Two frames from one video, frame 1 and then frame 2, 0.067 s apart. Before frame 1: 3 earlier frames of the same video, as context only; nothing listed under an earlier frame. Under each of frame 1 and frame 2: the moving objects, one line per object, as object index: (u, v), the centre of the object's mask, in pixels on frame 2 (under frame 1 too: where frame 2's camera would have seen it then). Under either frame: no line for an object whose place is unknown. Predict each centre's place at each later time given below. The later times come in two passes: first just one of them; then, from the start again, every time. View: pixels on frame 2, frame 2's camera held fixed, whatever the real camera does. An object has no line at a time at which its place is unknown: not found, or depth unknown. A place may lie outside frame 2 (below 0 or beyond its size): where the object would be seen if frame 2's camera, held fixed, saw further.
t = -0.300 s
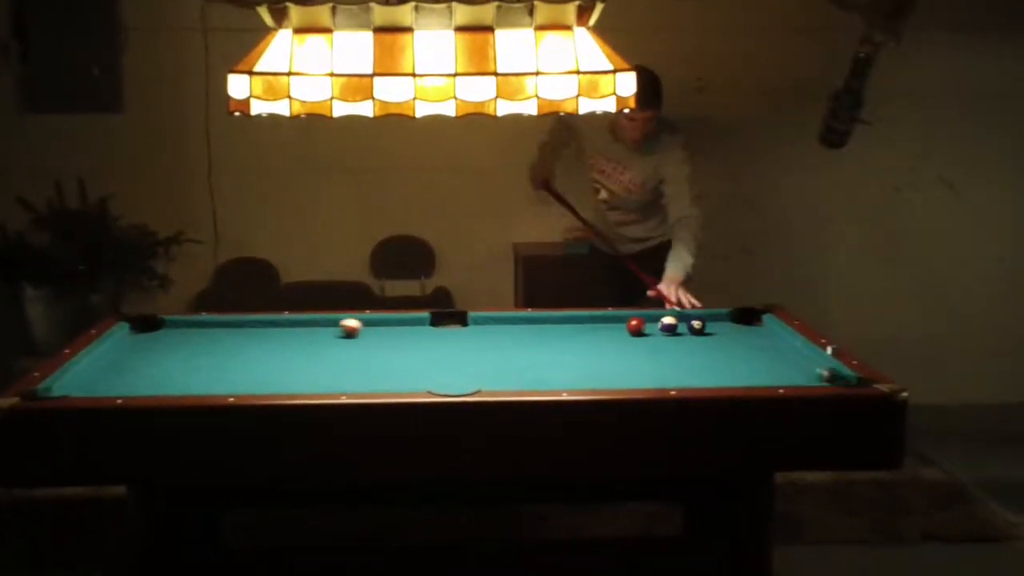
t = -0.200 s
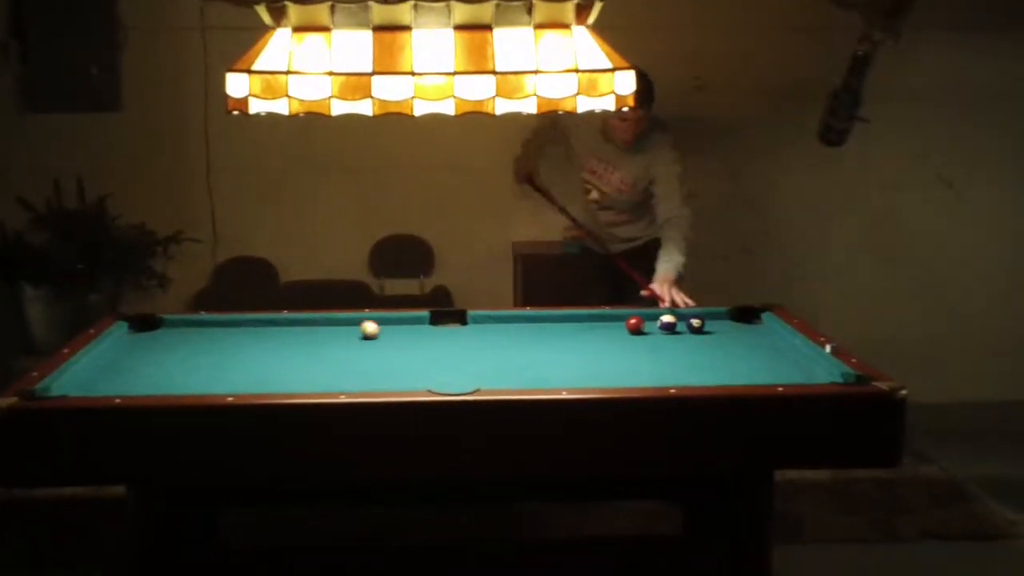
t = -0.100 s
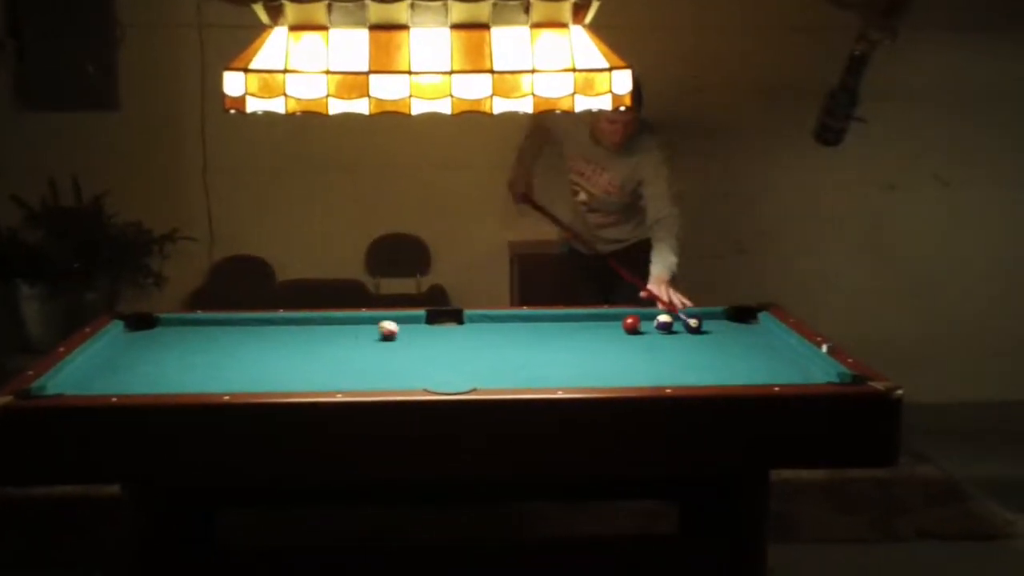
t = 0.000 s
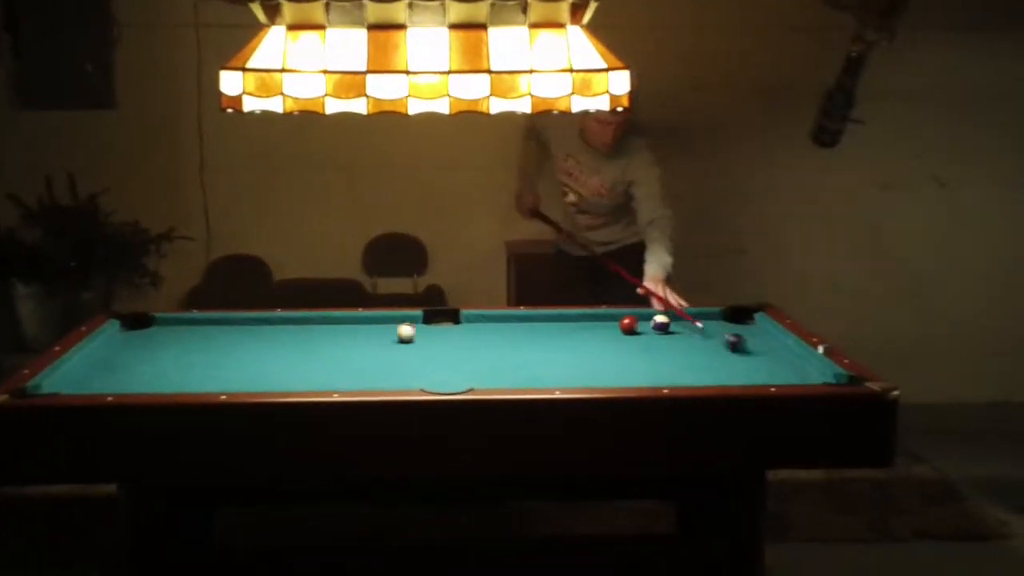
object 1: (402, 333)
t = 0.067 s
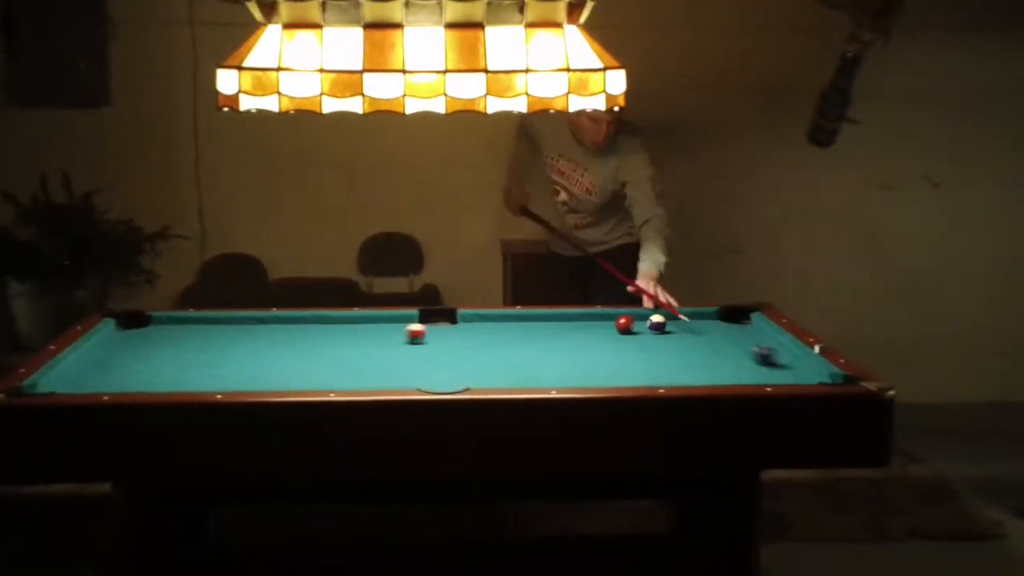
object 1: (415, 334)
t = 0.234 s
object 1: (450, 338)
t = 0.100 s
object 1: (423, 334)
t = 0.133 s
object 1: (430, 335)
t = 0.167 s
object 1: (435, 336)
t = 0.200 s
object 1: (442, 337)
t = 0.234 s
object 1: (450, 338)
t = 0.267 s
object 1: (457, 338)
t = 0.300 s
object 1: (464, 338)
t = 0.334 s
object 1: (472, 340)
